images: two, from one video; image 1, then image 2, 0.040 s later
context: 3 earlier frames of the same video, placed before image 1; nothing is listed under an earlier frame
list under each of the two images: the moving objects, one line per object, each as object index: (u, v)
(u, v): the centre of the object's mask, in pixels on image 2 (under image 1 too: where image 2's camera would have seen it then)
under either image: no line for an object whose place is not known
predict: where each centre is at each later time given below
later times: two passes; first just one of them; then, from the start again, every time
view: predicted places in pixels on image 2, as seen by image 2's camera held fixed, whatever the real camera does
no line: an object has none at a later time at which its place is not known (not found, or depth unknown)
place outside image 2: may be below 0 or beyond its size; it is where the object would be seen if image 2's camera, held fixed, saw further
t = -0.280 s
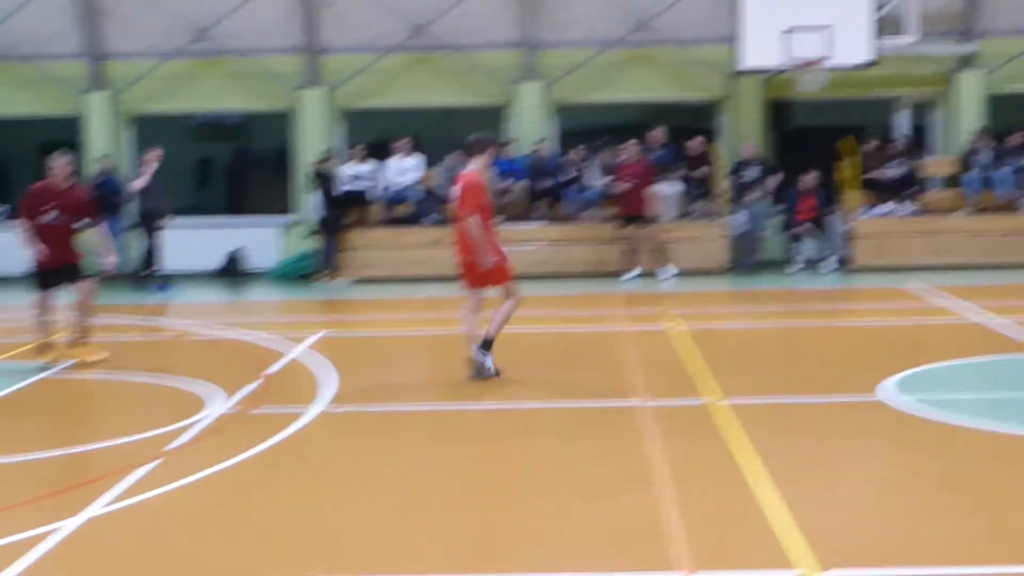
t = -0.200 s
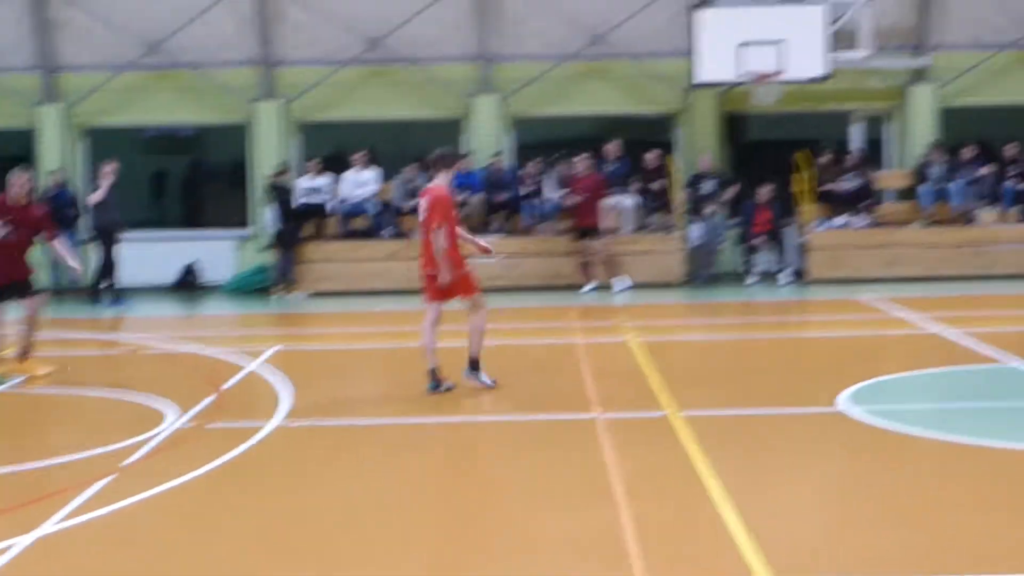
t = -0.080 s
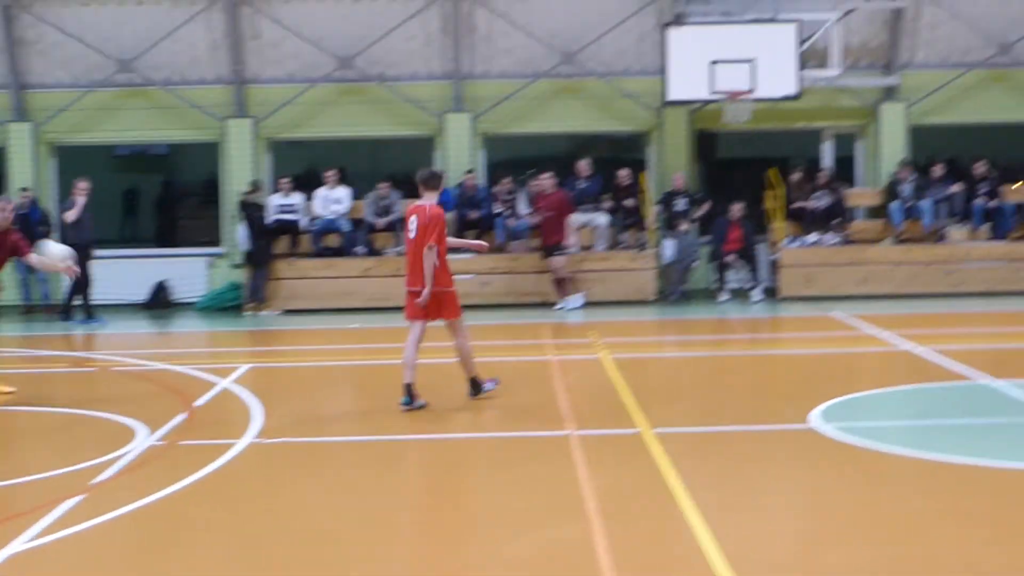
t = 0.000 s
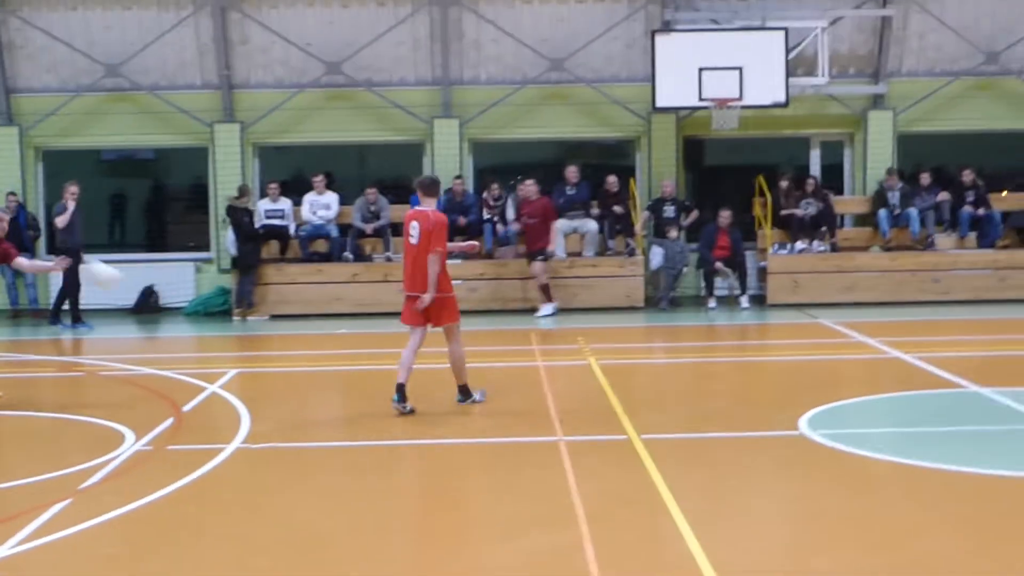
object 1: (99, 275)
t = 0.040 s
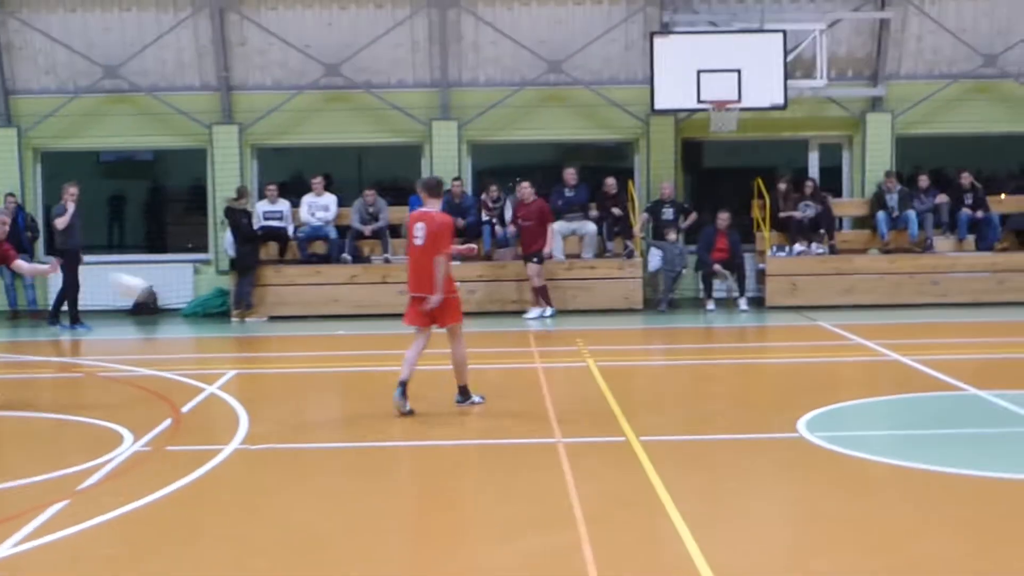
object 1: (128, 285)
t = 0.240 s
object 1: (244, 344)
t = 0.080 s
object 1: (155, 297)
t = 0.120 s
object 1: (179, 308)
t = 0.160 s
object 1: (202, 319)
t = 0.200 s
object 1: (223, 330)
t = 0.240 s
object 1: (244, 344)
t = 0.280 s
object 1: (260, 345)
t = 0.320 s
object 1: (272, 334)
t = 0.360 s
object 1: (282, 326)
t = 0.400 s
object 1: (292, 319)
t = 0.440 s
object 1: (302, 314)
